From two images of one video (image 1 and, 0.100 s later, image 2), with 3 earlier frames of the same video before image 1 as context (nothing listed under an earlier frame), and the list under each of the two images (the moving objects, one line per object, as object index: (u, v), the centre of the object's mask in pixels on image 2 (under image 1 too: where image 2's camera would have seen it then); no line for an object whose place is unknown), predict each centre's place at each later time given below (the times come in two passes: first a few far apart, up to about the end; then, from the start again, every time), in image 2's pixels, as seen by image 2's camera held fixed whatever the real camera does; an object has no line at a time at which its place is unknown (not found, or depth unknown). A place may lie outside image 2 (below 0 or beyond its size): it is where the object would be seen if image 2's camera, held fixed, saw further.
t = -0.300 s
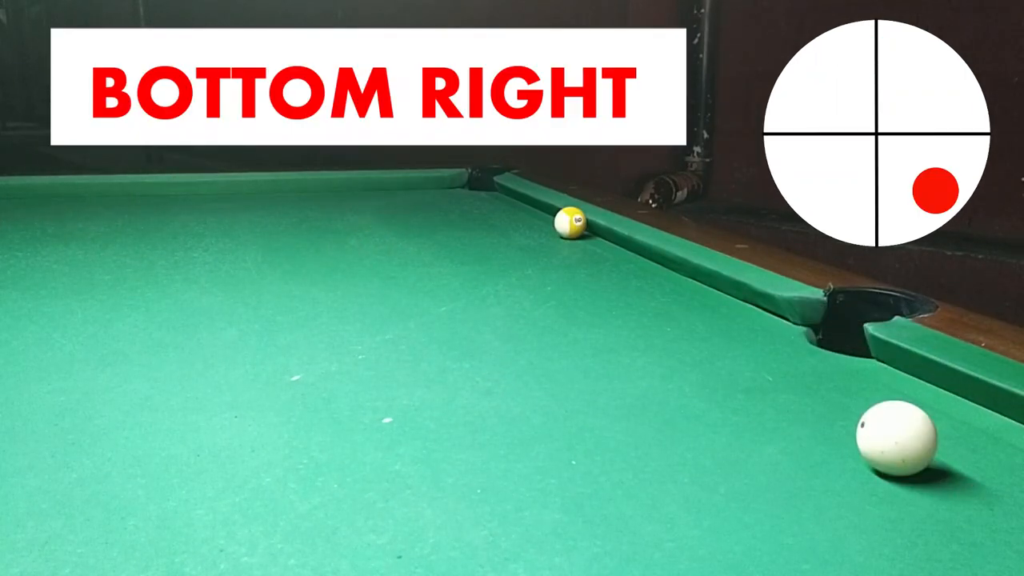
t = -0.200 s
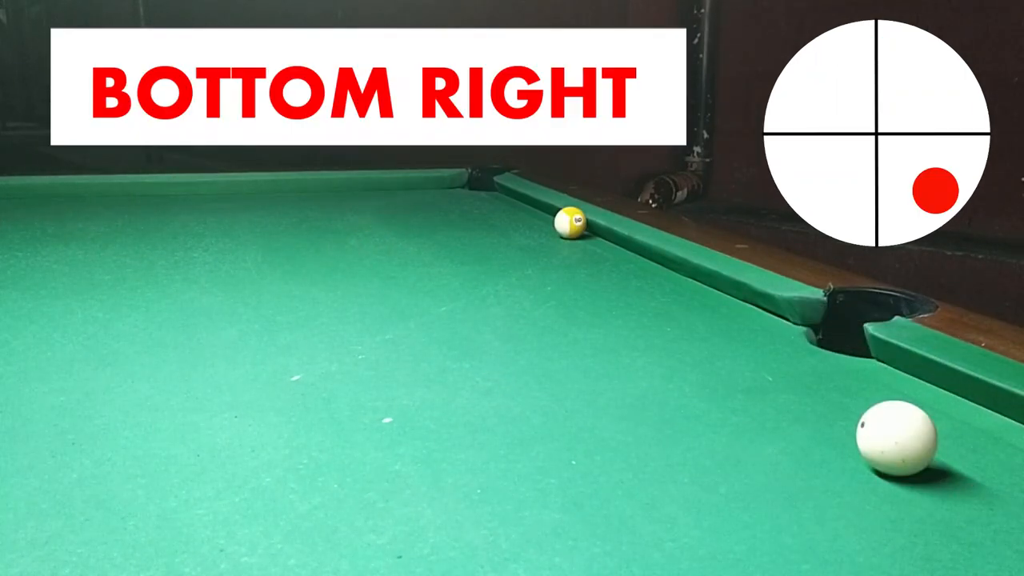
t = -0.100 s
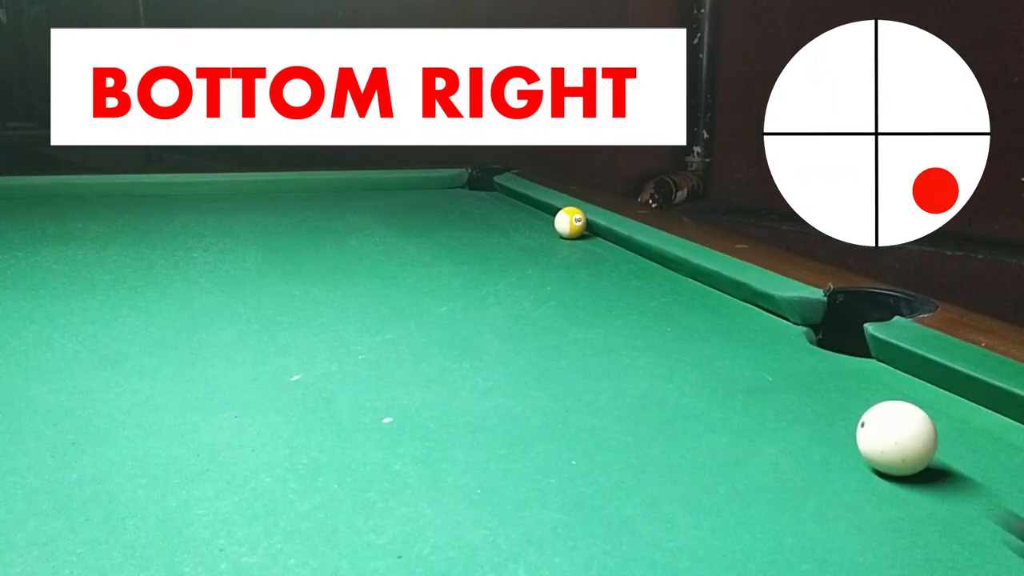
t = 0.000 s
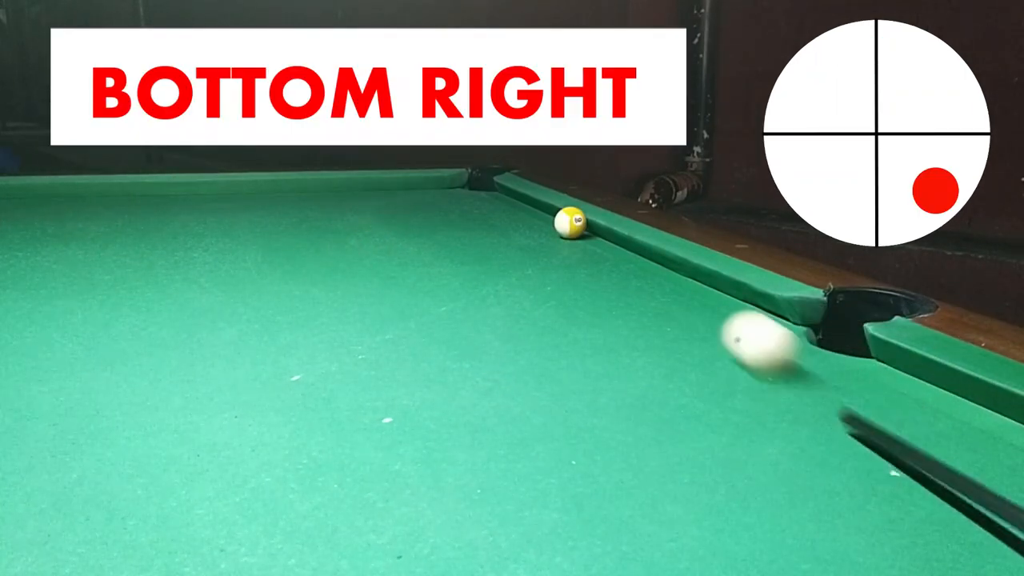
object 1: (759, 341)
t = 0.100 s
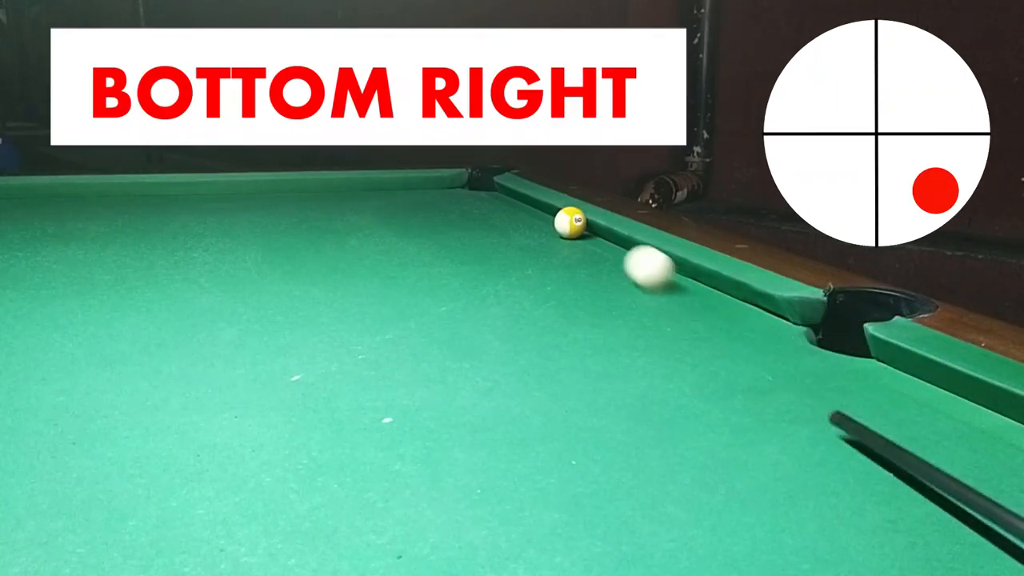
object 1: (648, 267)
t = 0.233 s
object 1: (577, 228)
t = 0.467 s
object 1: (554, 232)
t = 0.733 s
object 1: (532, 239)
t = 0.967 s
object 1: (512, 245)
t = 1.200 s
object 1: (492, 250)
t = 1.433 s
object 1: (473, 256)
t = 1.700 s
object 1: (452, 262)
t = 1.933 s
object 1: (436, 267)
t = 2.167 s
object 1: (422, 271)
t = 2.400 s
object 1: (409, 275)
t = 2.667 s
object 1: (399, 279)
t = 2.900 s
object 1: (392, 281)
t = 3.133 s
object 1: (387, 282)
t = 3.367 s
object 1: (384, 283)
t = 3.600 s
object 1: (384, 283)
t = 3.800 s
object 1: (385, 283)
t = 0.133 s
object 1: (625, 251)
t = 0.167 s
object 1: (605, 236)
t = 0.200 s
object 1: (585, 227)
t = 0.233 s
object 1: (577, 228)
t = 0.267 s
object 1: (572, 228)
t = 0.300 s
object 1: (568, 228)
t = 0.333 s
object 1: (565, 229)
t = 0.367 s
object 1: (563, 230)
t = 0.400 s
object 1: (560, 231)
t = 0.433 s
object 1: (557, 232)
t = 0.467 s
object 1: (554, 232)
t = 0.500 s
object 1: (551, 233)
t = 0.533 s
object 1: (549, 234)
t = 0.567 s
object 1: (546, 235)
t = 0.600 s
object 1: (543, 236)
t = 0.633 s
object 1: (541, 237)
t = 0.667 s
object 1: (538, 237)
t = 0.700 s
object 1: (535, 238)
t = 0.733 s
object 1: (532, 239)
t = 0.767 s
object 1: (529, 240)
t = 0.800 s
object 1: (527, 241)
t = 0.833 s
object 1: (524, 242)
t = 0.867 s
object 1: (521, 242)
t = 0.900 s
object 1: (518, 243)
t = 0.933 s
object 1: (515, 244)
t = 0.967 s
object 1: (512, 245)
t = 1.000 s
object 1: (509, 246)
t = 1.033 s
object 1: (506, 246)
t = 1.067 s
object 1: (503, 247)
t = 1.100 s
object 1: (500, 248)
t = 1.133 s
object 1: (498, 249)
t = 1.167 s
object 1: (495, 250)
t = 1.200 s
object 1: (492, 250)
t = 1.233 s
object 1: (489, 251)
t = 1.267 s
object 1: (486, 252)
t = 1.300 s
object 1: (484, 253)
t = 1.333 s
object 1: (481, 254)
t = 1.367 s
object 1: (478, 254)
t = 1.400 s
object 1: (476, 255)
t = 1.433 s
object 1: (473, 256)
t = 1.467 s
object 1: (470, 257)
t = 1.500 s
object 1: (467, 258)
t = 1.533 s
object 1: (465, 258)
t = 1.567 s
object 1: (462, 259)
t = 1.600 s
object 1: (459, 260)
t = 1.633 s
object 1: (457, 260)
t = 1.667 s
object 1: (454, 261)
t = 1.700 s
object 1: (452, 262)
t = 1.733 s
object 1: (450, 263)
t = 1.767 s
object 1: (447, 263)
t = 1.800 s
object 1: (445, 264)
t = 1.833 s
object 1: (442, 265)
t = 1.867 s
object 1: (440, 265)
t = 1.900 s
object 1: (438, 266)
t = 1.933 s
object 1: (436, 267)
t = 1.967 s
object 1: (434, 267)
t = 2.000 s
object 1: (432, 268)
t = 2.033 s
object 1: (430, 269)
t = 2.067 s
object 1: (428, 269)
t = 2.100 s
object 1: (426, 270)
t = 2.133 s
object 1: (424, 271)
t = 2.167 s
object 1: (422, 271)
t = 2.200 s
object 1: (420, 272)
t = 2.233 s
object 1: (418, 272)
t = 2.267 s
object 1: (416, 273)
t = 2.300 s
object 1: (414, 273)
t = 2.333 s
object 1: (413, 274)
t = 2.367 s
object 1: (411, 274)
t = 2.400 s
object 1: (409, 275)
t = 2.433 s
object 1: (408, 275)
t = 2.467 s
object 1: (406, 276)
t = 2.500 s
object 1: (405, 276)
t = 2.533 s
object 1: (404, 277)
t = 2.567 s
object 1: (402, 277)
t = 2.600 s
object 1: (401, 278)
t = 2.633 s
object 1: (400, 278)
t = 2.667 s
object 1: (399, 279)
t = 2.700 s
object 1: (398, 279)
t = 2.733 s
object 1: (397, 279)
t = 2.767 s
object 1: (396, 280)
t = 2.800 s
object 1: (395, 280)
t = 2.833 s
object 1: (394, 280)
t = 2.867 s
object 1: (393, 281)
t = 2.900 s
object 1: (392, 281)
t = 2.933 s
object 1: (391, 281)
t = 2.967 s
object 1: (390, 281)
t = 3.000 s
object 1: (390, 282)
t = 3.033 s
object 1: (389, 282)
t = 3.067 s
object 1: (388, 282)
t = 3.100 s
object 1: (388, 282)
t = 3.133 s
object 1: (387, 282)
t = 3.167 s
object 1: (386, 282)
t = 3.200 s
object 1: (386, 283)
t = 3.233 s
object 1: (385, 283)
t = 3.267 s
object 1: (385, 283)
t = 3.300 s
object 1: (384, 283)
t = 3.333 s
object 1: (384, 283)
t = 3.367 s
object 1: (384, 283)
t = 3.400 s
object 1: (384, 283)
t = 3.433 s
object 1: (384, 283)
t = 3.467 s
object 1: (384, 283)
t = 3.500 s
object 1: (384, 283)
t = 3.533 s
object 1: (384, 283)
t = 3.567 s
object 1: (384, 283)
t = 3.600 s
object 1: (384, 283)
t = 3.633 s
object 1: (384, 283)
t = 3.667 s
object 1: (385, 283)
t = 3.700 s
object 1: (385, 283)
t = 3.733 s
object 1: (385, 283)
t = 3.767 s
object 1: (385, 283)
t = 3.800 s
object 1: (385, 283)
